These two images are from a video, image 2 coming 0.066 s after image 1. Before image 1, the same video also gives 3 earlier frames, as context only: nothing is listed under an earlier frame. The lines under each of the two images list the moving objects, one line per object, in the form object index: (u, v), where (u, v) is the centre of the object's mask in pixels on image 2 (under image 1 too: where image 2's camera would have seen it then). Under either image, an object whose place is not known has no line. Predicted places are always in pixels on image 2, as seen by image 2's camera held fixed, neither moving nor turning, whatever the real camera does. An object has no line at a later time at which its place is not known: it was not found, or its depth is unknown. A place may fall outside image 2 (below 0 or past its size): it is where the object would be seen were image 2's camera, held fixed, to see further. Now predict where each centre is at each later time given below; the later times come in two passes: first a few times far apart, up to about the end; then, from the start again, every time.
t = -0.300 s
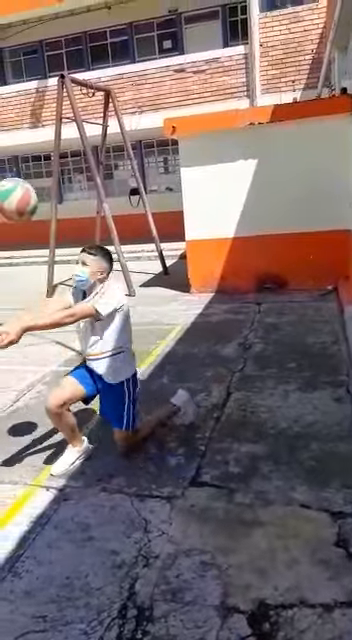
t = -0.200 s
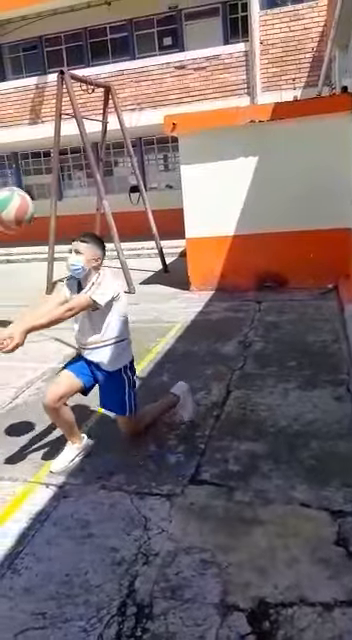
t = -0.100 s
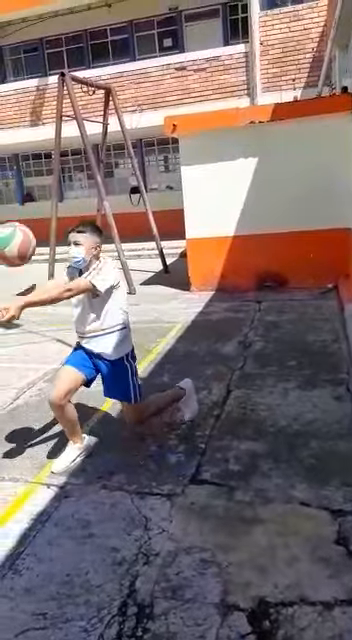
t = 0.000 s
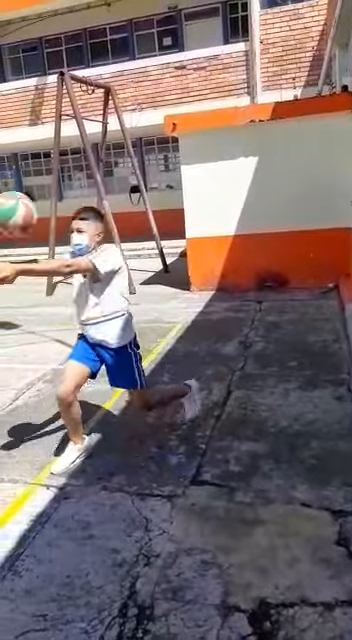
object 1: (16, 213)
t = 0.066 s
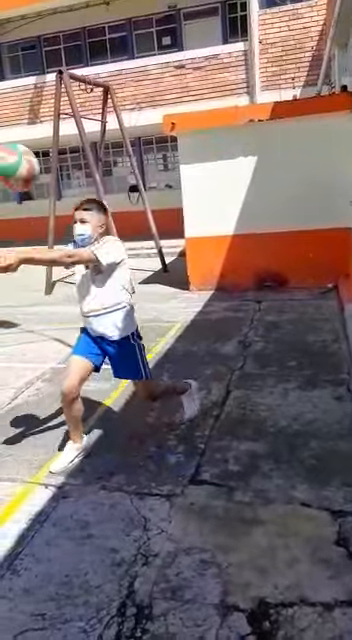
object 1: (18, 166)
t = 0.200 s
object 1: (27, 104)
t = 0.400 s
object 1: (53, 85)
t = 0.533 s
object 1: (75, 119)
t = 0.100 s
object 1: (20, 148)
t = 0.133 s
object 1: (21, 131)
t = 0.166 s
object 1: (24, 116)
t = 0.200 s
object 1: (27, 104)
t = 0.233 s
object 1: (30, 94)
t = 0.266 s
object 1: (35, 87)
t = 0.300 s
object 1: (39, 82)
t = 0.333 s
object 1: (43, 80)
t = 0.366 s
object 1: (47, 81)
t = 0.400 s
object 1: (53, 85)
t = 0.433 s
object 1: (59, 90)
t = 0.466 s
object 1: (64, 98)
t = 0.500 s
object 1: (69, 108)
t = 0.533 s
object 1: (75, 119)
